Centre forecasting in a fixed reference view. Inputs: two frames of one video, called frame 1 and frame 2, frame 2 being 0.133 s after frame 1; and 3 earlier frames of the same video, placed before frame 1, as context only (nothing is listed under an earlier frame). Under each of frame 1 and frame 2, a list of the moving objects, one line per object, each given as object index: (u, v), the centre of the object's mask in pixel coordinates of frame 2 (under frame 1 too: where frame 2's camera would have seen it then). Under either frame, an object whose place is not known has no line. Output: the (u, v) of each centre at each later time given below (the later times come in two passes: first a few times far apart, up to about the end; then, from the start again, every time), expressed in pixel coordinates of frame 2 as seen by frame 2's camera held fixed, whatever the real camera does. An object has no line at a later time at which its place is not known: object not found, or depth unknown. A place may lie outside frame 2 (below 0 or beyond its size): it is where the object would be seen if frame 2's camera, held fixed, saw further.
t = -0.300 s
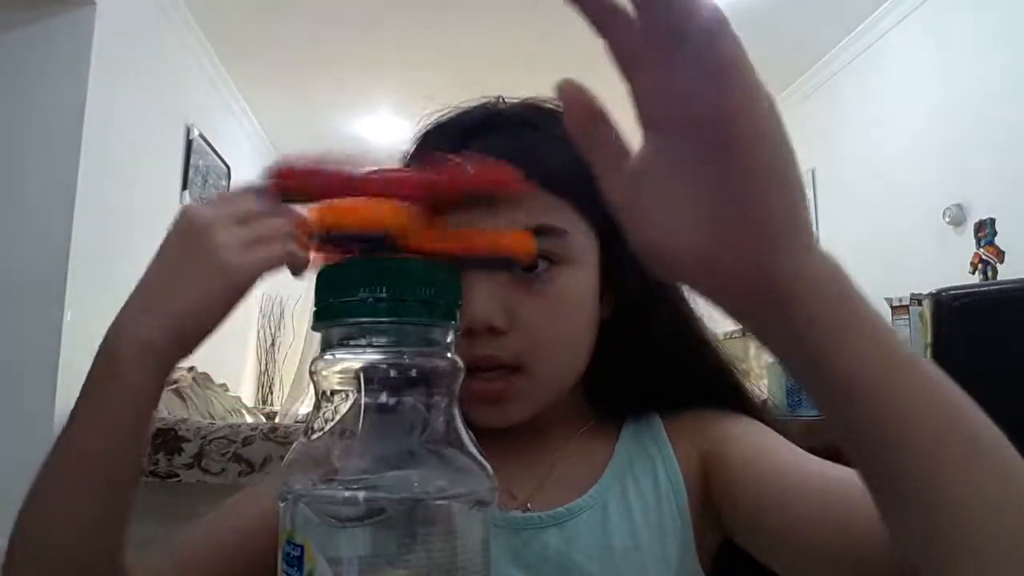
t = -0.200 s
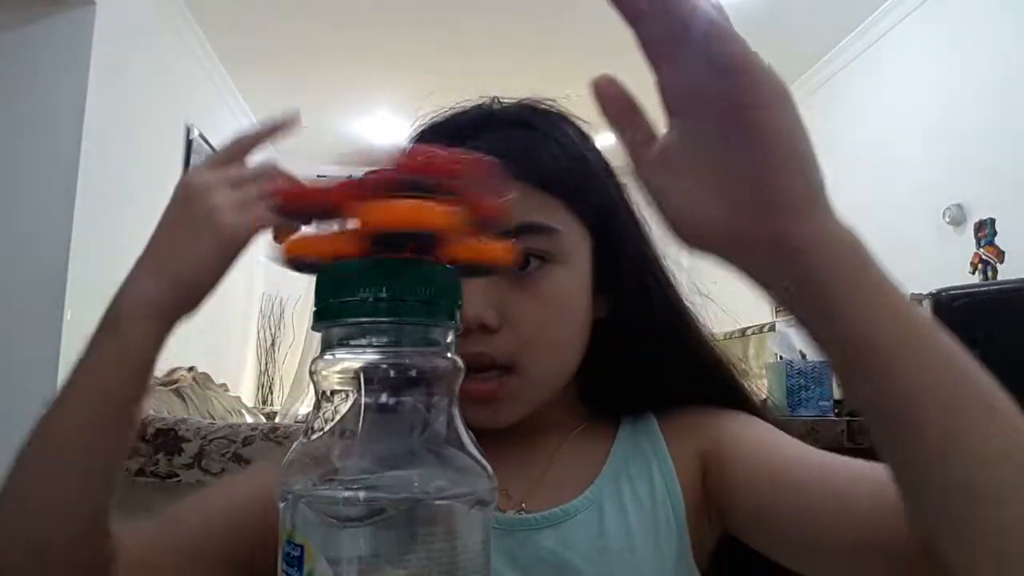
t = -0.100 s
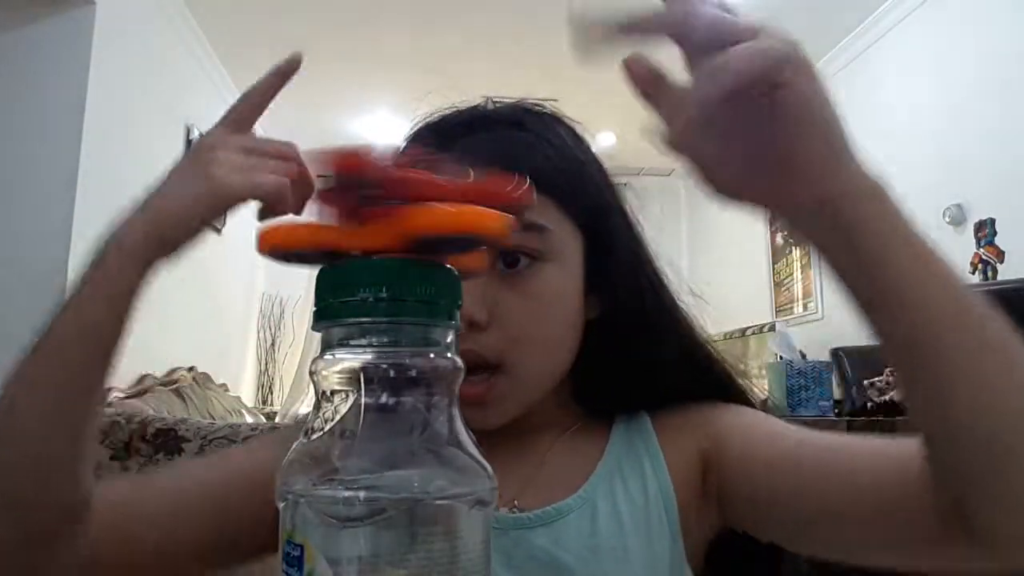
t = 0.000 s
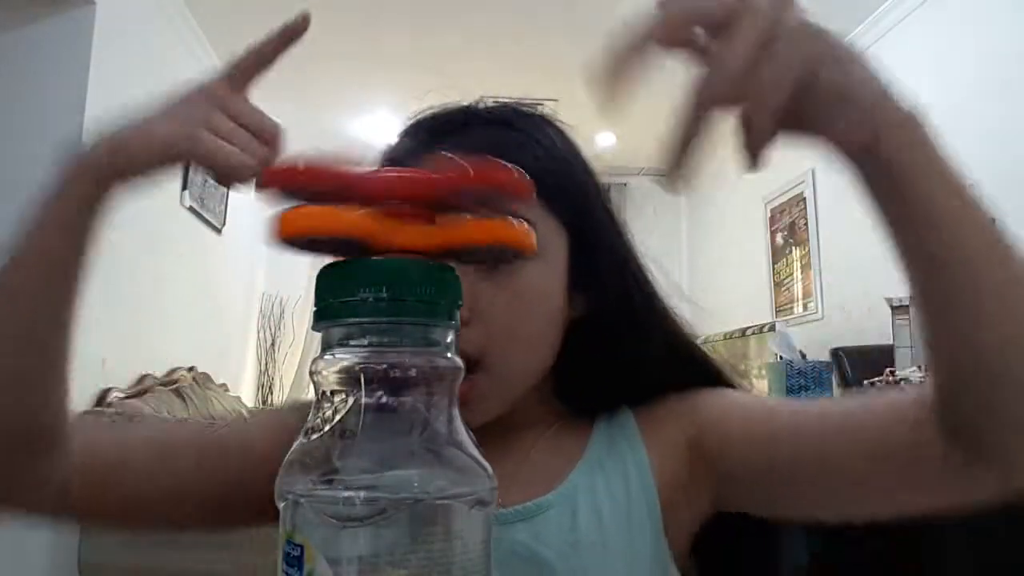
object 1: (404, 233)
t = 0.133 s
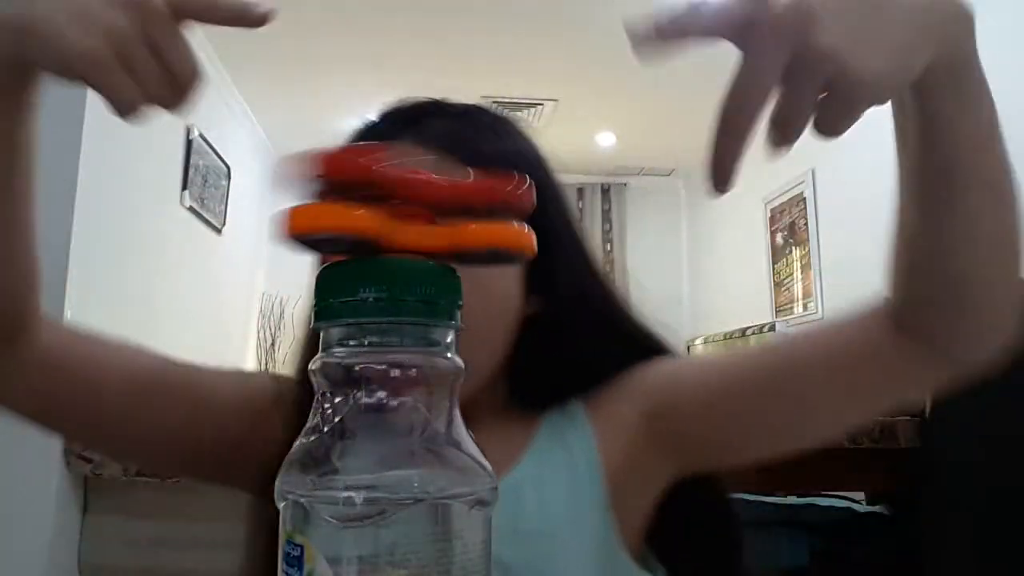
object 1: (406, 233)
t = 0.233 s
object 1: (401, 237)
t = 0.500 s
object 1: (397, 237)
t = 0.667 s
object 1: (394, 237)
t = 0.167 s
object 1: (394, 232)
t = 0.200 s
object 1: (392, 236)
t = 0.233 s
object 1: (401, 237)
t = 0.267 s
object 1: (404, 235)
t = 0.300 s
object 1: (397, 233)
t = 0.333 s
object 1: (391, 235)
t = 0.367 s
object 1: (398, 238)
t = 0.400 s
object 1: (401, 236)
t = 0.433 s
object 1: (403, 234)
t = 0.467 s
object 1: (395, 233)
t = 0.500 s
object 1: (397, 237)
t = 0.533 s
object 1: (404, 236)
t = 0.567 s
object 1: (407, 234)
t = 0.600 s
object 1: (402, 235)
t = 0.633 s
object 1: (392, 236)
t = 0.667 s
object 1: (394, 237)
